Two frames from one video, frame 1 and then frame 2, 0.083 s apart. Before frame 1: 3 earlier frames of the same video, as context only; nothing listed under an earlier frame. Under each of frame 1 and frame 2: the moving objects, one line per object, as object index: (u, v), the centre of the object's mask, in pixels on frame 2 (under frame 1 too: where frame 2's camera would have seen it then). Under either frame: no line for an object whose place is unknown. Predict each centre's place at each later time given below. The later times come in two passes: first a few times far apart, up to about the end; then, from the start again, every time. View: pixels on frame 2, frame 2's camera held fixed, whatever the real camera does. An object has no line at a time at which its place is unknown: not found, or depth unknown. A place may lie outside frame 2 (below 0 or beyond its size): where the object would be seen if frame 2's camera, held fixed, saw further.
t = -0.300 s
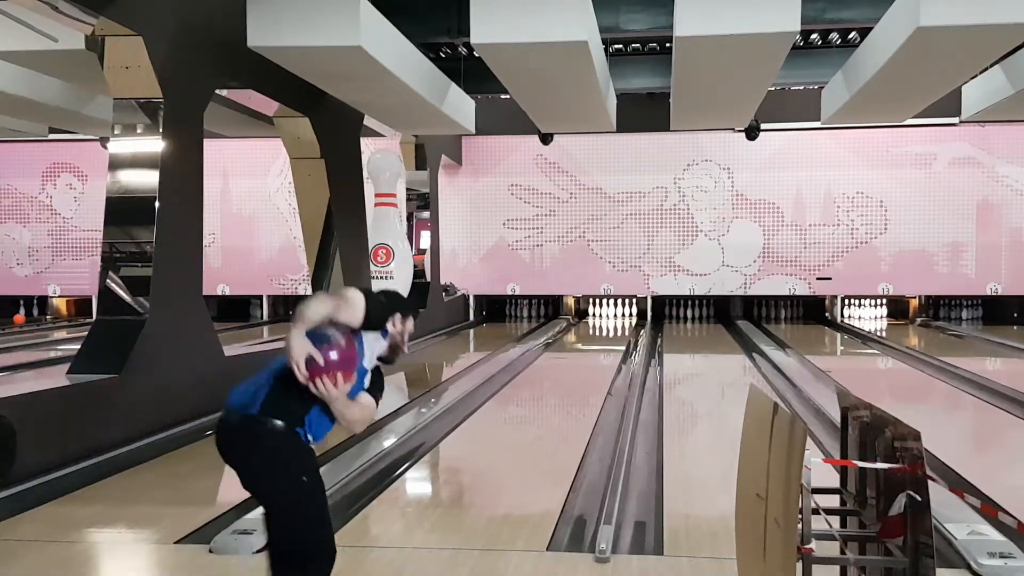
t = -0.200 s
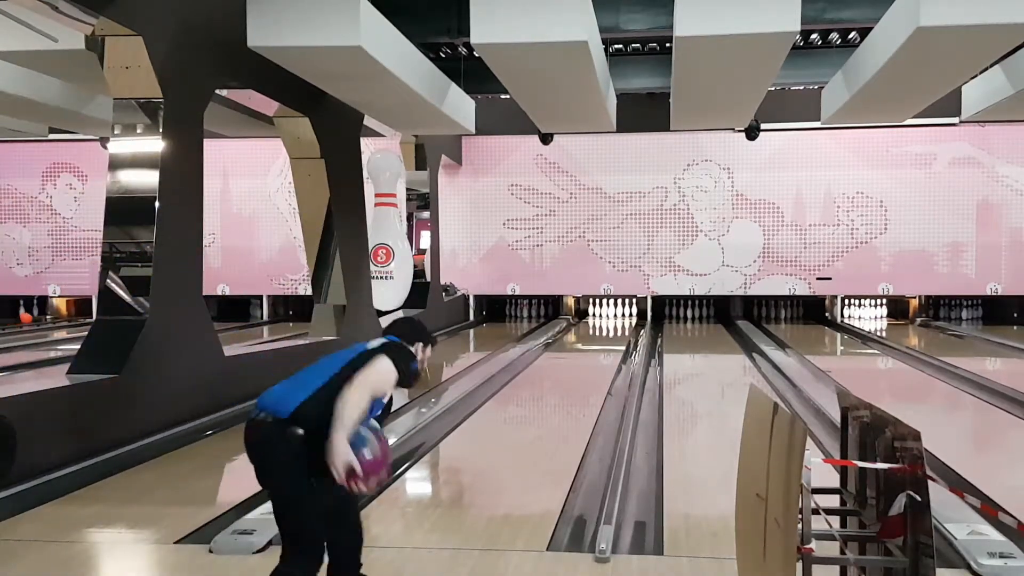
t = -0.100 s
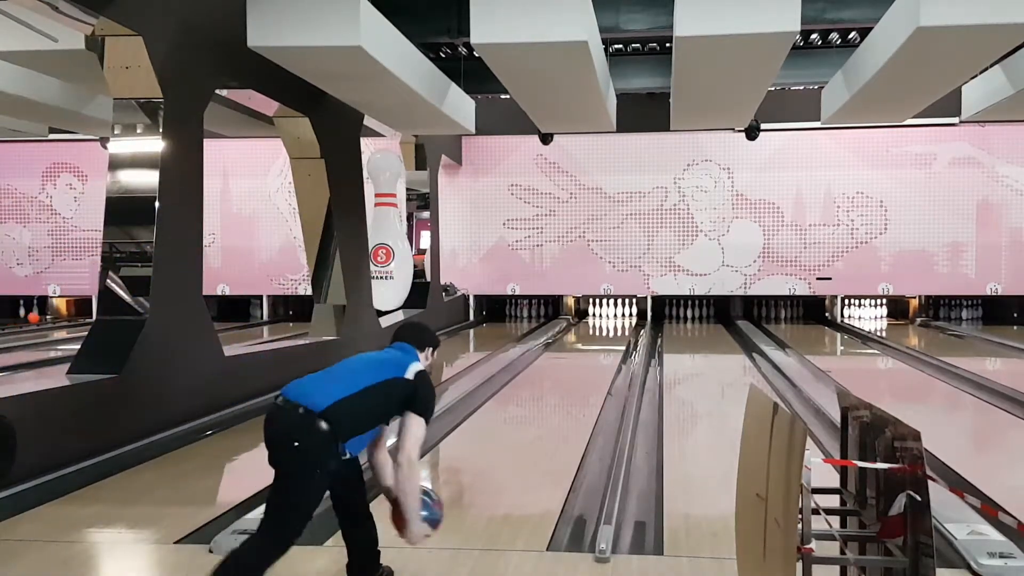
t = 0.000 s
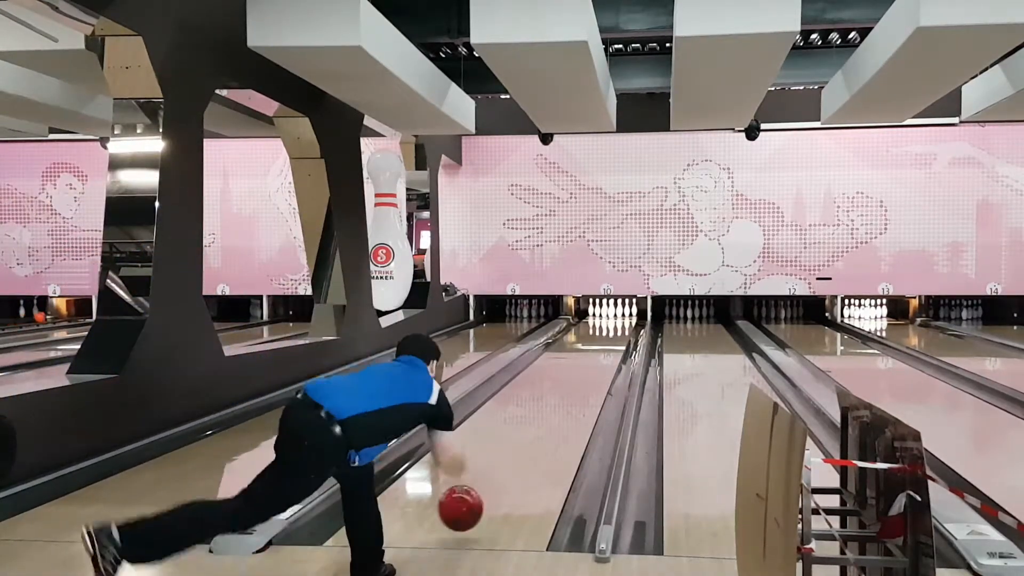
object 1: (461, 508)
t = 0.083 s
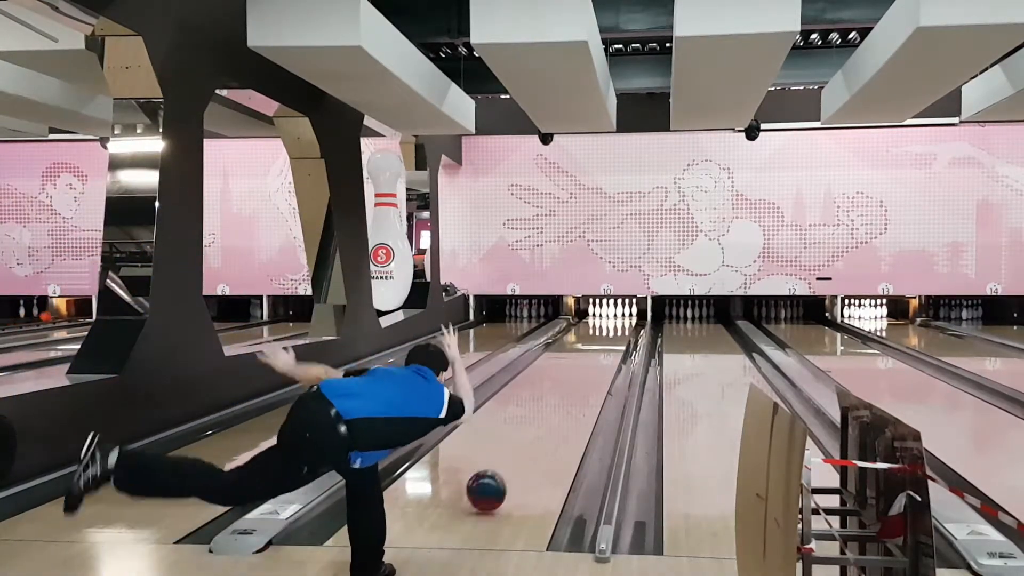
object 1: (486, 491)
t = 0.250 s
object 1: (523, 450)
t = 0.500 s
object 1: (559, 409)
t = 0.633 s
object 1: (573, 393)
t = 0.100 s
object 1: (491, 486)
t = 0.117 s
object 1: (495, 482)
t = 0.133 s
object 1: (499, 478)
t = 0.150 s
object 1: (503, 474)
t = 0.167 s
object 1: (507, 469)
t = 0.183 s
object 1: (510, 465)
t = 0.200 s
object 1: (514, 461)
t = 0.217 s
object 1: (517, 457)
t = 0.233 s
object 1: (520, 454)
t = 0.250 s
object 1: (523, 450)
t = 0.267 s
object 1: (526, 447)
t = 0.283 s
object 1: (529, 443)
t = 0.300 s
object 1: (532, 440)
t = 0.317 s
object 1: (535, 437)
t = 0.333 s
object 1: (537, 434)
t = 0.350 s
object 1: (540, 431)
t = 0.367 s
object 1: (542, 428)
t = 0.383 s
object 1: (545, 426)
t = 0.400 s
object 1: (547, 423)
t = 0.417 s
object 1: (549, 421)
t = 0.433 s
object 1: (551, 418)
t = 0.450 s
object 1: (553, 415)
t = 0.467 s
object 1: (555, 413)
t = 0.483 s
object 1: (557, 411)
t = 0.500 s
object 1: (559, 409)
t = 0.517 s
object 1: (561, 406)
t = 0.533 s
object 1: (563, 404)
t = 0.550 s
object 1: (565, 402)
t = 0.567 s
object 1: (566, 400)
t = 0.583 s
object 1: (568, 398)
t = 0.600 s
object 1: (569, 396)
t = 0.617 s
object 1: (571, 395)
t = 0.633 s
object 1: (573, 393)
